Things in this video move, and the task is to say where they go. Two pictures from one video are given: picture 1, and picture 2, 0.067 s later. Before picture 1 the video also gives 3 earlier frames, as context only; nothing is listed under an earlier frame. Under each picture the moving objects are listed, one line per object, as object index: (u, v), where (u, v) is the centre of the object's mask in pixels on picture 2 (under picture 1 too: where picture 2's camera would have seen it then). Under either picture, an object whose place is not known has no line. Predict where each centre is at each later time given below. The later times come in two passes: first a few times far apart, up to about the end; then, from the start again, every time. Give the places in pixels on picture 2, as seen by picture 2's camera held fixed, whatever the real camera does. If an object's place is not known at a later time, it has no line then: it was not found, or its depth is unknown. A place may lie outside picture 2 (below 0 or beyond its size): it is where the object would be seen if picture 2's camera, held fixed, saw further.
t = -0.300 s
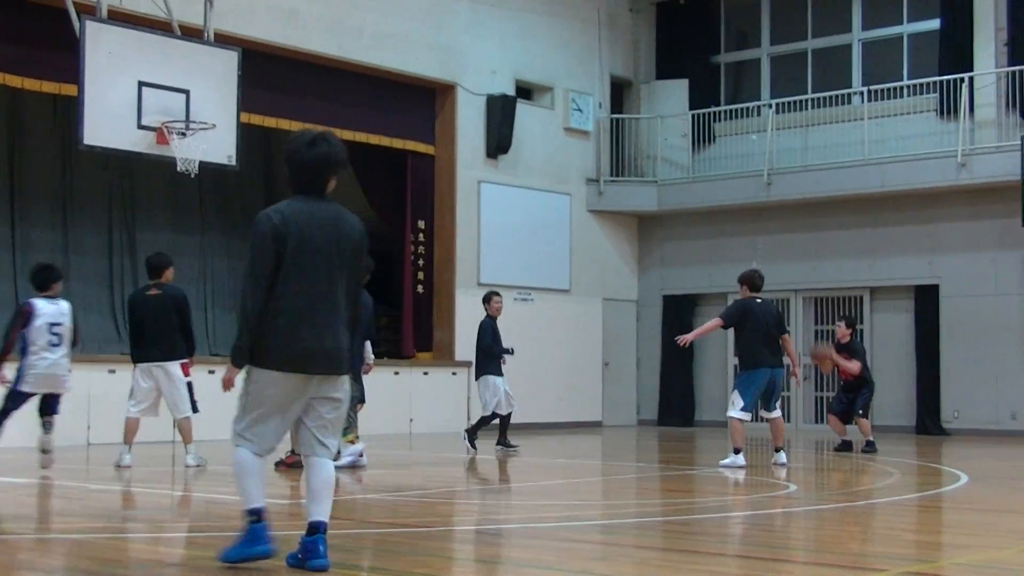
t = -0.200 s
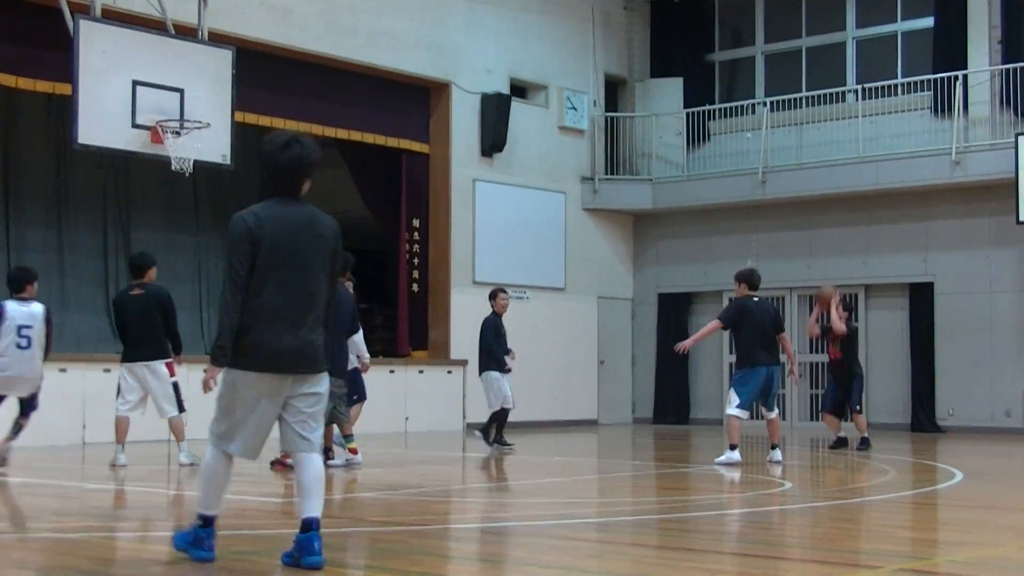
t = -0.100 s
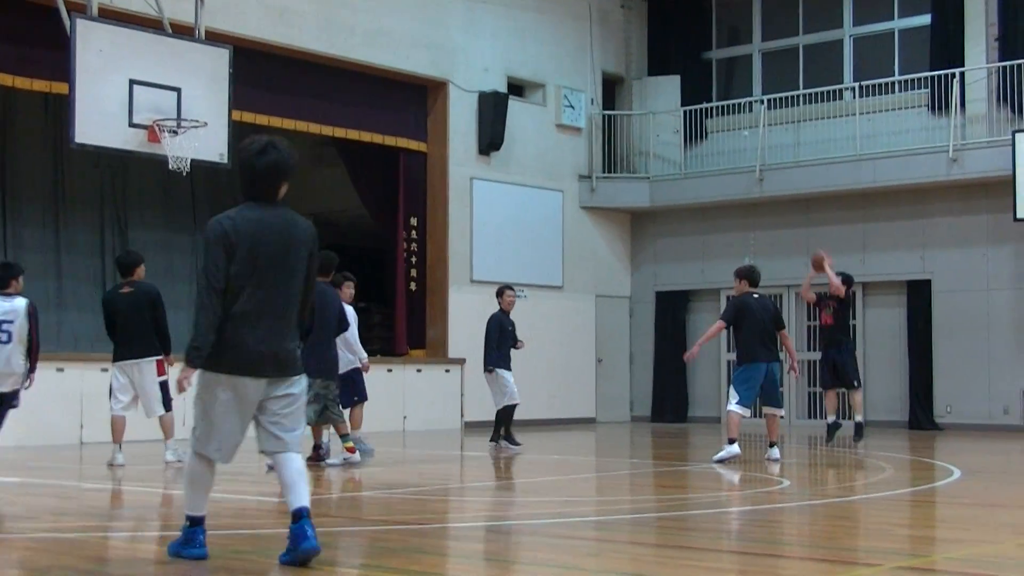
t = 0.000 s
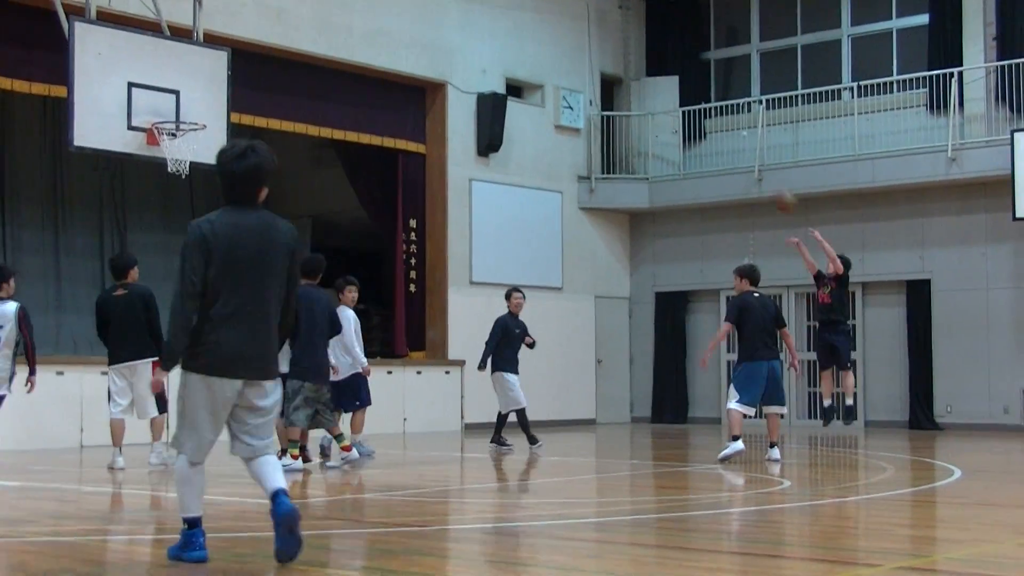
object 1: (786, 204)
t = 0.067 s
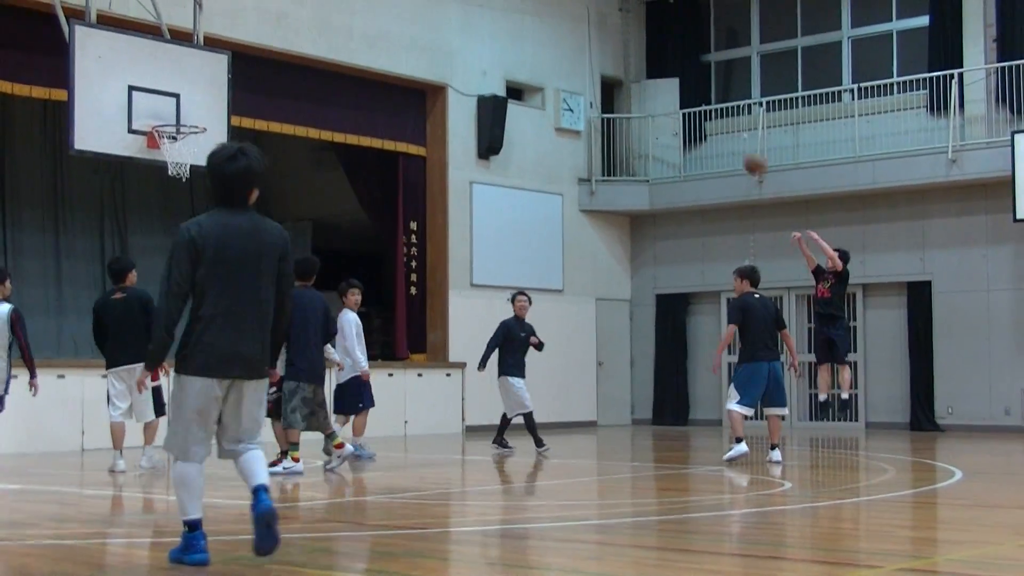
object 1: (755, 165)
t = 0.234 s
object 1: (681, 81)
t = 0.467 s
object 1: (575, 8)
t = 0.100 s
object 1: (740, 146)
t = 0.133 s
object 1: (724, 129)
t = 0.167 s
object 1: (710, 110)
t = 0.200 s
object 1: (695, 95)
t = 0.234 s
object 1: (681, 81)
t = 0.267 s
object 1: (666, 67)
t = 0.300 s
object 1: (651, 56)
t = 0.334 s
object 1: (636, 44)
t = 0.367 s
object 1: (620, 33)
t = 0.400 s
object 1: (605, 23)
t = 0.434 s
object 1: (589, 15)
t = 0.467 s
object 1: (575, 8)
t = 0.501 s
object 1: (560, 0)
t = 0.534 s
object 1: (543, -4)
